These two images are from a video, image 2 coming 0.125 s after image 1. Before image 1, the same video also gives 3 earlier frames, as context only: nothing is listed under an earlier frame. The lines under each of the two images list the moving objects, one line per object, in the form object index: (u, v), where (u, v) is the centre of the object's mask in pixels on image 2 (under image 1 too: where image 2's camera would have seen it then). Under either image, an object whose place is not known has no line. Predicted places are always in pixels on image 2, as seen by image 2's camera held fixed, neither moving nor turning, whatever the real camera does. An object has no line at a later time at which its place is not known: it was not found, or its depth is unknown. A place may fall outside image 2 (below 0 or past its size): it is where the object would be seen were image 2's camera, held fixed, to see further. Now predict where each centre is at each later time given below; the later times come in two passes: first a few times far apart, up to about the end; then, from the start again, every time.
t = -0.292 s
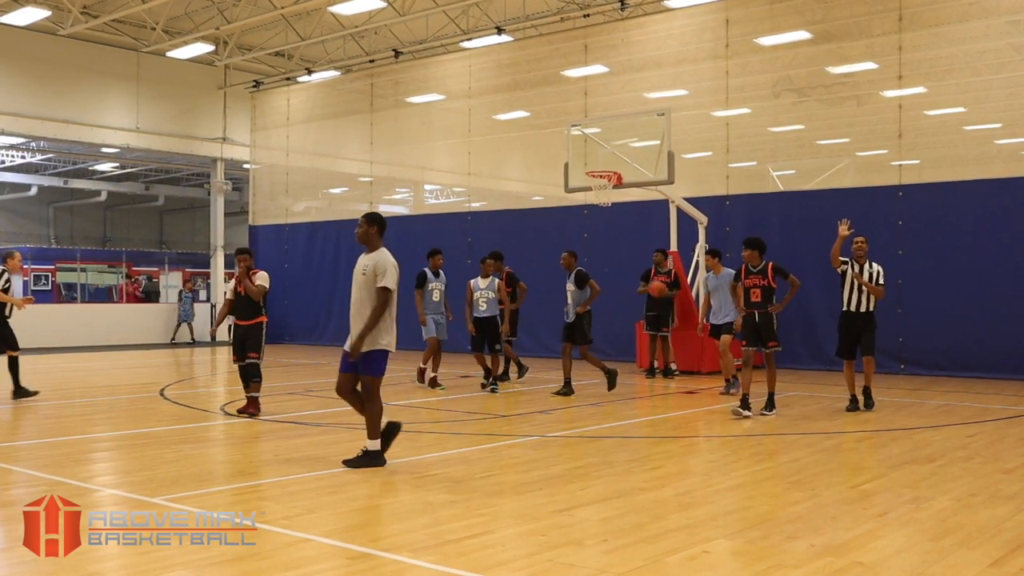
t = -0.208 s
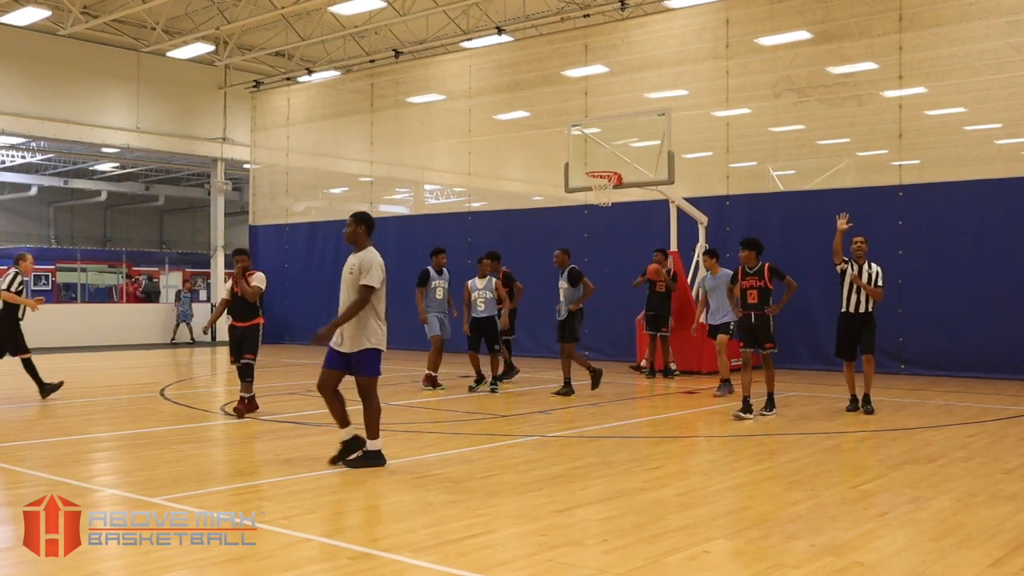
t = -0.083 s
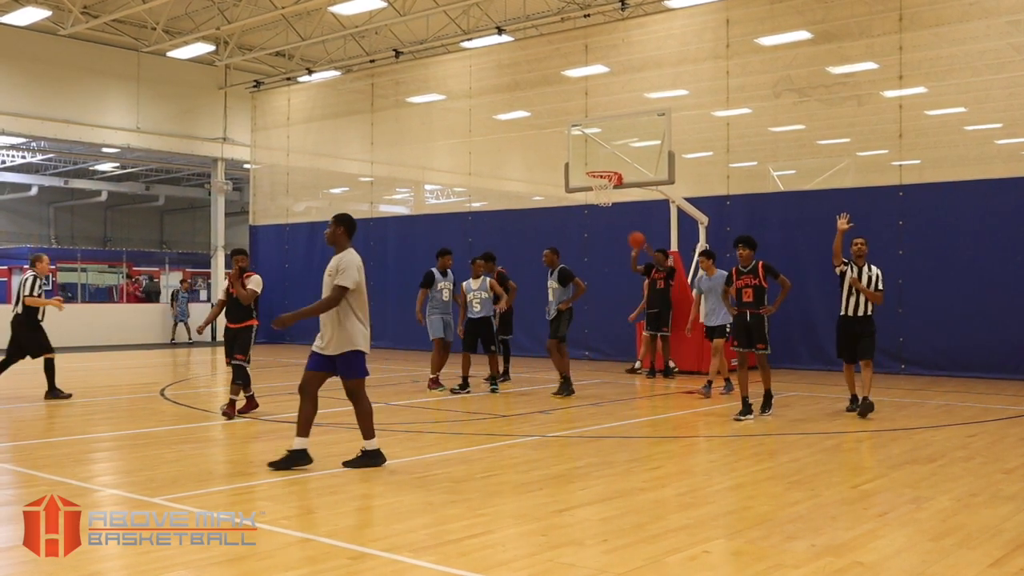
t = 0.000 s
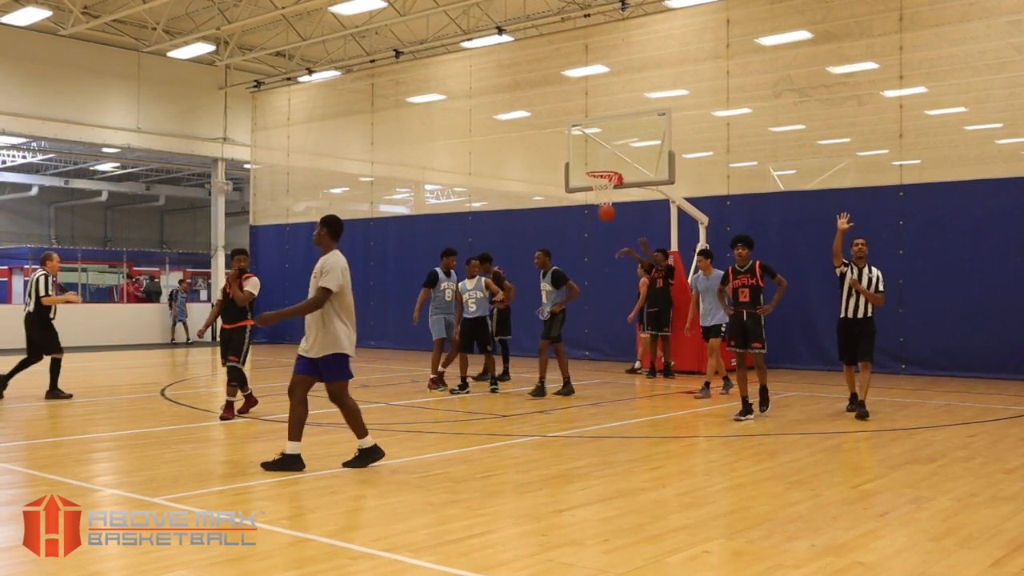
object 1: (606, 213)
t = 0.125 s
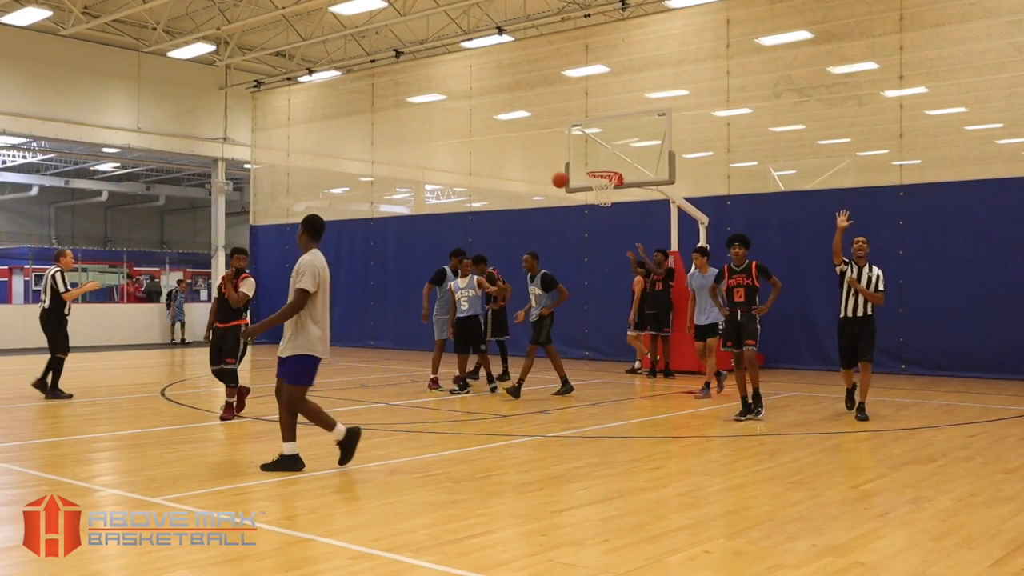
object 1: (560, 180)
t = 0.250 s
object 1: (512, 157)
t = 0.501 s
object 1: (413, 142)
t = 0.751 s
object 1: (309, 172)
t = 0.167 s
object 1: (544, 171)
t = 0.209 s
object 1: (528, 164)
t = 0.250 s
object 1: (512, 157)
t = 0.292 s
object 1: (496, 152)
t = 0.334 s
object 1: (480, 147)
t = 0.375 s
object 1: (463, 144)
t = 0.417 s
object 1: (447, 142)
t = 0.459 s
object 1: (430, 142)
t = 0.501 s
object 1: (413, 142)
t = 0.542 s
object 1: (396, 144)
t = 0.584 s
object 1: (379, 147)
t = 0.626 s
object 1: (361, 151)
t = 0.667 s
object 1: (344, 157)
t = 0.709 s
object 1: (326, 164)
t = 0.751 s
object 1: (309, 172)
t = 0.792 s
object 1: (291, 182)
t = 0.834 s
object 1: (273, 193)
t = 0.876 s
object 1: (254, 205)
